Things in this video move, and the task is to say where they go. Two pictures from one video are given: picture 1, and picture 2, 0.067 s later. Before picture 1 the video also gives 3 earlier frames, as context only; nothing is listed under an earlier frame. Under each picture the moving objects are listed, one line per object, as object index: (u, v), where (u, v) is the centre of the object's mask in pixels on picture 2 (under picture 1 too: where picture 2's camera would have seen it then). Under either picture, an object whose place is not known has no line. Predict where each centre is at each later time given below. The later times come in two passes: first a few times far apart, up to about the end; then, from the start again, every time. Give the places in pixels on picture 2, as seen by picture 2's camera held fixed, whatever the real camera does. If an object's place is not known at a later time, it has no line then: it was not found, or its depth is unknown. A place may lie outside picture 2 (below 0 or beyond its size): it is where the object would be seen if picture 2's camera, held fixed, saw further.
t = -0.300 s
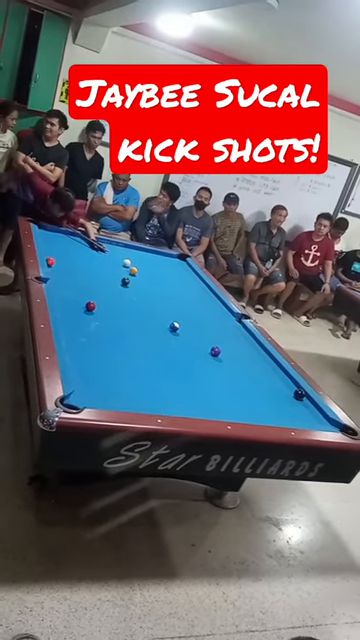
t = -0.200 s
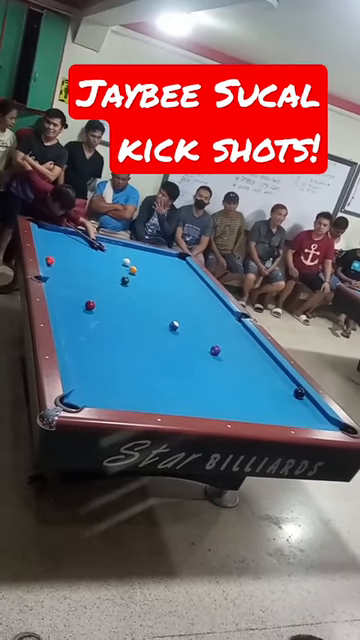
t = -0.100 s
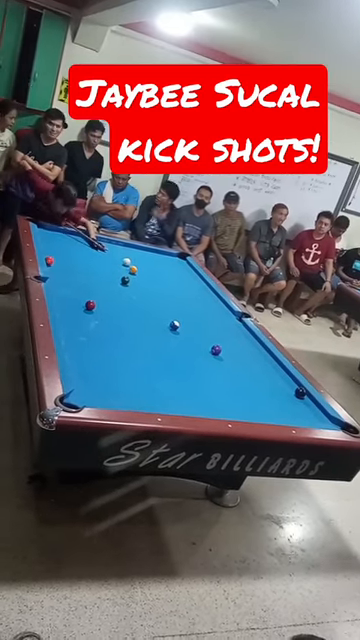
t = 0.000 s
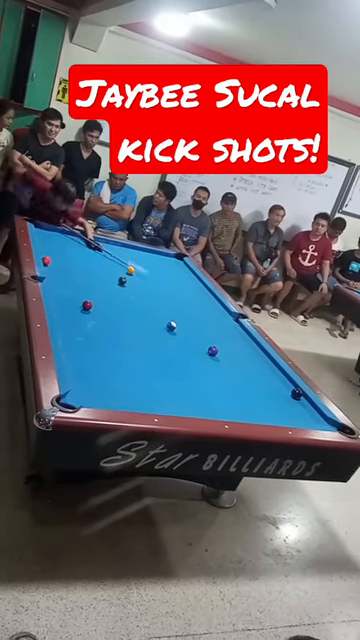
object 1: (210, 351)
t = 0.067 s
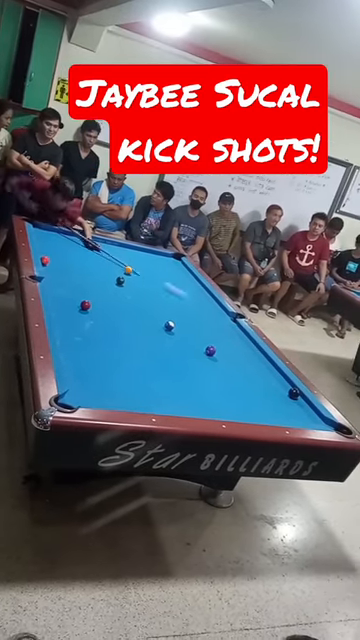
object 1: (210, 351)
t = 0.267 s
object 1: (210, 351)
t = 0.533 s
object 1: (245, 408)
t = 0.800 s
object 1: (228, 381)
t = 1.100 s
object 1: (207, 348)
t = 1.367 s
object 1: (193, 325)
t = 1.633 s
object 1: (181, 306)
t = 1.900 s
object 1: (170, 290)
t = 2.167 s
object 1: (162, 277)
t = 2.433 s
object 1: (155, 265)
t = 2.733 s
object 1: (148, 253)
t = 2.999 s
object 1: (150, 254)
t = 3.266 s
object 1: (155, 260)
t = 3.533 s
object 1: (161, 266)
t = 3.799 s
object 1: (166, 272)
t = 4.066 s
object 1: (172, 278)
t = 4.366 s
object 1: (178, 284)
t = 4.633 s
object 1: (184, 290)
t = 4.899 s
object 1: (190, 296)
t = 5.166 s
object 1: (195, 301)
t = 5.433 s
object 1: (200, 306)
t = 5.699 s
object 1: (205, 311)
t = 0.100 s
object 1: (210, 351)
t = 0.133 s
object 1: (210, 351)
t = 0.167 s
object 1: (210, 351)
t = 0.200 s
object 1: (210, 351)
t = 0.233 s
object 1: (210, 351)
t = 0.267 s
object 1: (210, 351)
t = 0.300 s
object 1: (210, 351)
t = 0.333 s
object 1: (213, 357)
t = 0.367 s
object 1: (218, 366)
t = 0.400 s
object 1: (223, 373)
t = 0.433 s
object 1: (229, 382)
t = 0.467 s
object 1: (234, 391)
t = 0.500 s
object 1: (240, 400)
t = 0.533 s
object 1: (245, 408)
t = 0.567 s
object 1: (250, 413)
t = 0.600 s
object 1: (247, 410)
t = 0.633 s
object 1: (243, 404)
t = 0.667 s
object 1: (239, 399)
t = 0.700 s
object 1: (236, 394)
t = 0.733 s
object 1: (233, 389)
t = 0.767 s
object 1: (231, 386)
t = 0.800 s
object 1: (228, 381)
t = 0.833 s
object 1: (225, 377)
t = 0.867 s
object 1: (223, 373)
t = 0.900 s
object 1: (220, 369)
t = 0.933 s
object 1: (218, 365)
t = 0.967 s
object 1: (215, 362)
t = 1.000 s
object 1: (213, 358)
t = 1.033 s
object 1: (211, 354)
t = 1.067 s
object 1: (209, 351)
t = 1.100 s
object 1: (207, 348)
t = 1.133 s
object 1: (205, 345)
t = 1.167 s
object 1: (203, 342)
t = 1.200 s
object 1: (201, 339)
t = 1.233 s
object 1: (200, 336)
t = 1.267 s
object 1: (198, 333)
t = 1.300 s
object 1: (196, 330)
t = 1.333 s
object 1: (194, 328)
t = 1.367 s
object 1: (193, 325)
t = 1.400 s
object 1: (191, 323)
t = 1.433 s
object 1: (189, 320)
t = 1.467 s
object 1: (188, 318)
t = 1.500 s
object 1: (186, 315)
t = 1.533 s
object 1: (185, 313)
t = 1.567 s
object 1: (184, 311)
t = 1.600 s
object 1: (182, 308)
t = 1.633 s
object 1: (181, 306)
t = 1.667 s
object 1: (179, 304)
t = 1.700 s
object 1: (178, 301)
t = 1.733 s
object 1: (177, 300)
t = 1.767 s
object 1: (176, 297)
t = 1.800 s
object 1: (175, 295)
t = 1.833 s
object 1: (173, 293)
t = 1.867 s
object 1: (171, 292)
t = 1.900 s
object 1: (170, 290)
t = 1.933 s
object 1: (170, 288)
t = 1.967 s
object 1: (168, 287)
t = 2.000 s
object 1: (167, 284)
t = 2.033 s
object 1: (166, 283)
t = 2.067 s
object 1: (165, 281)
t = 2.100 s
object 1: (164, 279)
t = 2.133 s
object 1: (163, 278)
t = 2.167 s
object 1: (162, 277)
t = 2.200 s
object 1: (161, 275)
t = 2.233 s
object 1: (160, 274)
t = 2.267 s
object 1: (160, 272)
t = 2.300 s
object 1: (158, 270)
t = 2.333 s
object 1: (157, 269)
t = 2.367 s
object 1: (156, 267)
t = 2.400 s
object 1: (156, 266)
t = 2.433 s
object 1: (155, 265)
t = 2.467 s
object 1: (154, 263)
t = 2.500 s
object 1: (153, 262)
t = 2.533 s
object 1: (152, 260)
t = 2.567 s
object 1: (152, 259)
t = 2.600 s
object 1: (151, 258)
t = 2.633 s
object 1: (150, 257)
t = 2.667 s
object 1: (149, 255)
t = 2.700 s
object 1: (148, 254)
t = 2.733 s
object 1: (148, 253)
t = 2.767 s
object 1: (147, 252)
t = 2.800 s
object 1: (146, 251)
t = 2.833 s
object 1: (146, 251)
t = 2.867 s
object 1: (146, 252)
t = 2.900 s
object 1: (147, 253)
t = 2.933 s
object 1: (148, 253)
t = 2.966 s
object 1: (149, 254)
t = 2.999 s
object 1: (150, 254)
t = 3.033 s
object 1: (150, 255)
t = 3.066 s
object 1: (151, 256)
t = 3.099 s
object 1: (152, 256)
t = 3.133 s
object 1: (152, 257)
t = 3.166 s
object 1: (153, 258)
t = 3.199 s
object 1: (154, 259)
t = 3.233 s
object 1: (154, 259)
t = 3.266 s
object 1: (155, 260)
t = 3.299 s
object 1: (156, 261)
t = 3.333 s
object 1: (156, 262)
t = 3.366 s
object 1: (157, 263)
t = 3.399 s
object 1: (158, 263)
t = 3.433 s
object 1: (159, 264)
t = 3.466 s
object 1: (159, 265)
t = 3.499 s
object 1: (160, 265)
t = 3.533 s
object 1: (161, 266)
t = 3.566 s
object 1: (162, 267)
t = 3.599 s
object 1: (162, 268)
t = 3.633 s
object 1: (163, 268)
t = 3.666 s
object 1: (164, 269)
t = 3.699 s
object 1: (165, 270)
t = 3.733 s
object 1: (165, 270)
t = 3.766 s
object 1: (166, 271)
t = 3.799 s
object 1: (166, 272)
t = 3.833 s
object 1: (167, 273)
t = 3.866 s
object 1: (168, 273)
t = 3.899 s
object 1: (168, 274)
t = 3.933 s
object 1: (169, 275)
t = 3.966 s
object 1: (170, 275)
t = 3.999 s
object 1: (171, 276)
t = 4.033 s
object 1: (172, 277)
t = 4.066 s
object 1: (172, 278)
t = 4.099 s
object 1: (173, 279)
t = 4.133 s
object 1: (174, 280)
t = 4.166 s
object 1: (174, 280)
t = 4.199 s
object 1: (175, 281)
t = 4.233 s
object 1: (176, 282)
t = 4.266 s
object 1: (176, 282)
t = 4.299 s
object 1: (177, 283)
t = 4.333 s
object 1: (178, 284)
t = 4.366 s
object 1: (178, 284)
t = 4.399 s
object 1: (179, 285)
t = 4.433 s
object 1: (180, 286)
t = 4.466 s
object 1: (181, 286)
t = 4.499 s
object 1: (182, 287)
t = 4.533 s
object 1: (182, 288)
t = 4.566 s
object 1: (183, 289)
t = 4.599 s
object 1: (183, 289)
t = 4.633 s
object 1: (184, 290)
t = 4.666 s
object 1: (185, 291)
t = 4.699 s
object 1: (186, 291)
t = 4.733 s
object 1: (186, 292)
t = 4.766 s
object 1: (187, 293)
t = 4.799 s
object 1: (188, 294)
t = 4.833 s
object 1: (188, 294)
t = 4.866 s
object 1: (189, 295)
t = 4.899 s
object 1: (190, 296)
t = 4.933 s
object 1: (190, 296)
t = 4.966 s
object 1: (191, 297)
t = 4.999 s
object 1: (192, 298)
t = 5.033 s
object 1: (192, 299)
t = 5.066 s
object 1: (193, 299)
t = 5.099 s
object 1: (194, 300)
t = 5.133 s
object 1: (195, 300)
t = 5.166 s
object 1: (195, 301)
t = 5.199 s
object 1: (196, 302)
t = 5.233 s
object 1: (197, 302)
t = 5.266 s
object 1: (198, 303)
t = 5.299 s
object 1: (198, 303)
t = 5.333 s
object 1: (199, 304)
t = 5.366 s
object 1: (199, 305)
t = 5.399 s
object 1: (200, 305)
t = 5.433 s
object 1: (200, 306)
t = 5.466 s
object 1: (201, 307)
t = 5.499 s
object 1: (202, 307)
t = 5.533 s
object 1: (202, 308)
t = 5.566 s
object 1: (203, 309)
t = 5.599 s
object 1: (204, 309)
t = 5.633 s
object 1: (204, 310)
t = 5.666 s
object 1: (205, 310)
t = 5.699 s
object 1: (205, 311)
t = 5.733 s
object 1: (206, 312)
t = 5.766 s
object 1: (207, 312)
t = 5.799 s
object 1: (207, 313)
